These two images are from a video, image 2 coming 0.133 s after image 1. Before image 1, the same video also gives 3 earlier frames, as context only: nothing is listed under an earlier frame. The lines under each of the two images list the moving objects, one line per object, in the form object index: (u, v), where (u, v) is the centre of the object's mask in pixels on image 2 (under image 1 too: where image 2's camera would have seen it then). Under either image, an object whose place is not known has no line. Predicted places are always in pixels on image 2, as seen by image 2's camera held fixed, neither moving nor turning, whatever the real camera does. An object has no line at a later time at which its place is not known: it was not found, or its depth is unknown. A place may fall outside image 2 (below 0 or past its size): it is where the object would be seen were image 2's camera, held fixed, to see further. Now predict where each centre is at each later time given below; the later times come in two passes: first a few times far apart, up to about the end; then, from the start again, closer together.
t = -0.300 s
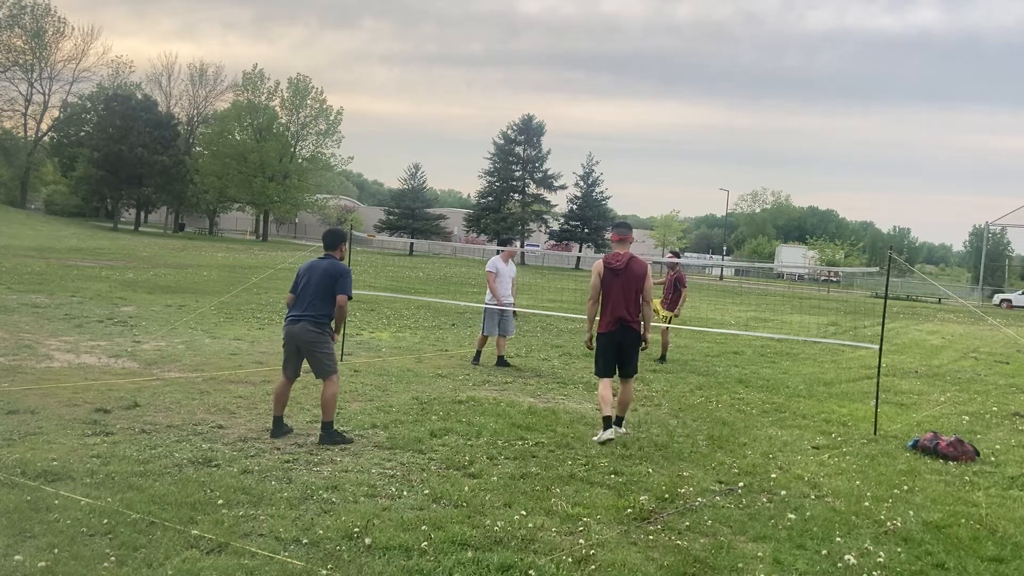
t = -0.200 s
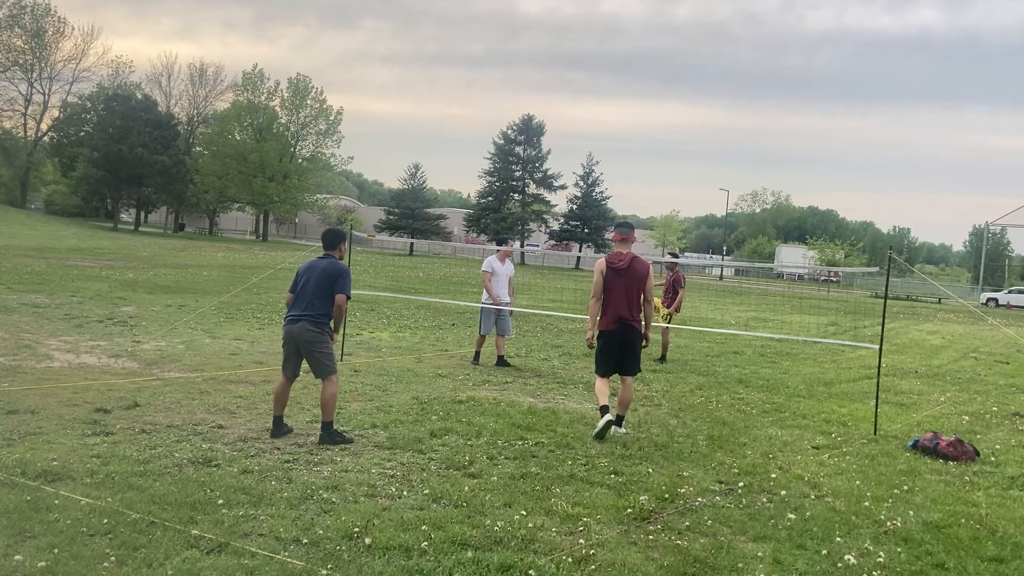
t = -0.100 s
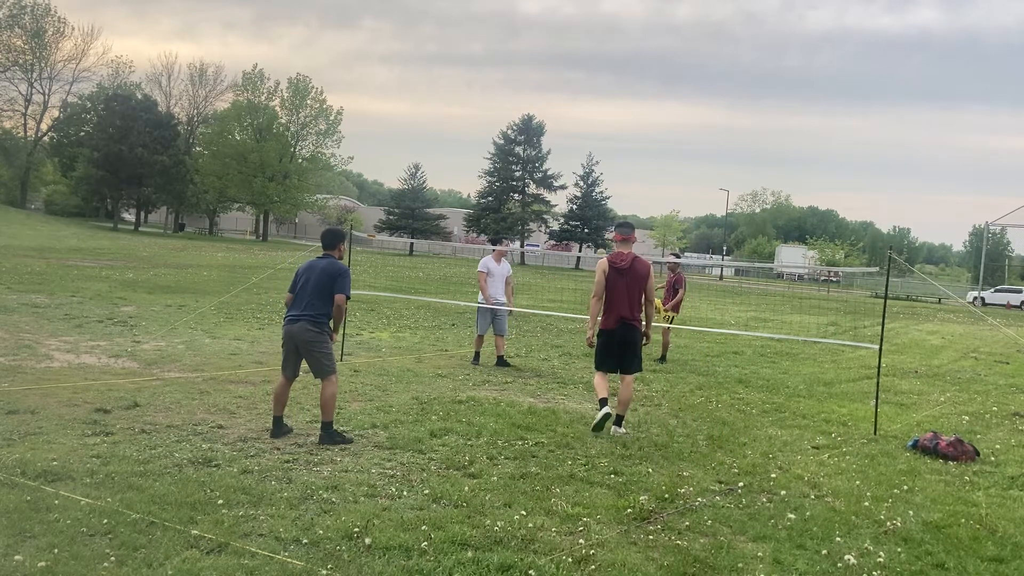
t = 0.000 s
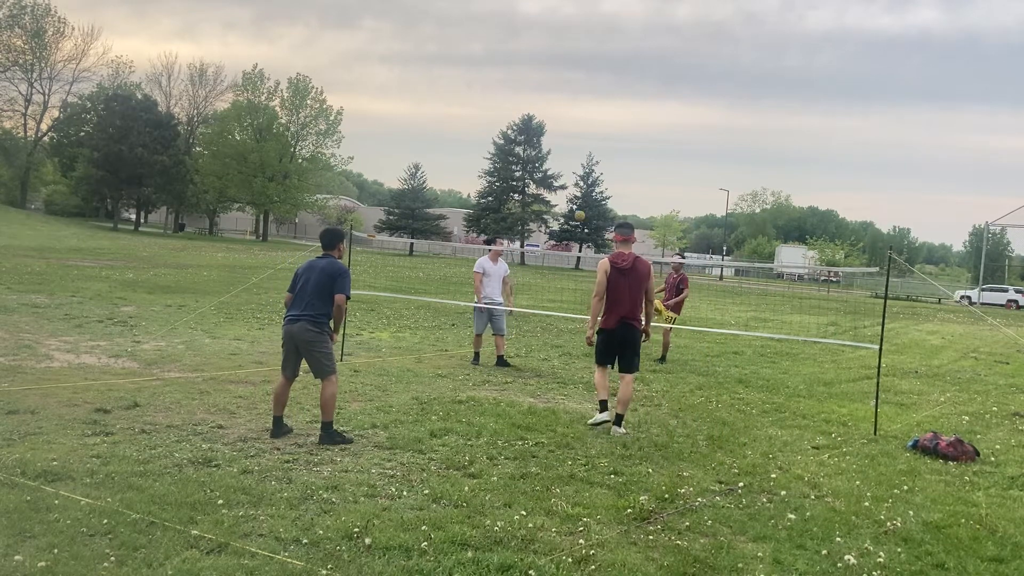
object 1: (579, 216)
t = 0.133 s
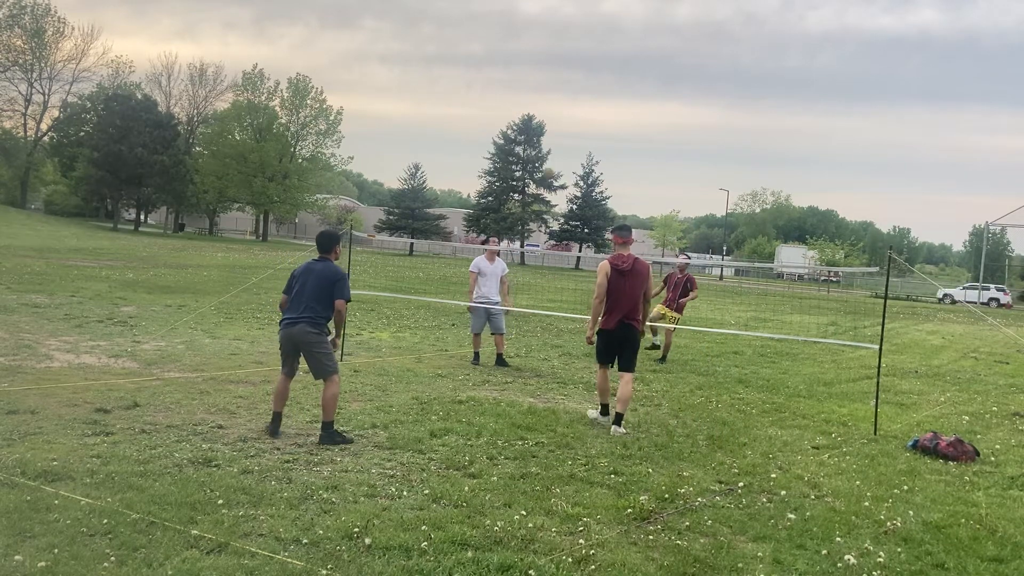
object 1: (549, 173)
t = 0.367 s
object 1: (484, 125)
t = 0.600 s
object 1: (406, 123)
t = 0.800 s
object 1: (326, 167)
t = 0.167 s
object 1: (540, 163)
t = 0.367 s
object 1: (484, 125)
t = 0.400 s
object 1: (474, 122)
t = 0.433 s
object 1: (463, 119)
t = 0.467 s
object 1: (452, 118)
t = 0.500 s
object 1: (441, 118)
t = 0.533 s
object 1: (430, 118)
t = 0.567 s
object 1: (418, 120)
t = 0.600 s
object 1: (406, 123)
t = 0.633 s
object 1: (393, 127)
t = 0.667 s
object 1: (380, 133)
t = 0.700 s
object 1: (367, 139)
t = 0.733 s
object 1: (353, 147)
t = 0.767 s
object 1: (339, 156)
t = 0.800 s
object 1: (326, 167)
